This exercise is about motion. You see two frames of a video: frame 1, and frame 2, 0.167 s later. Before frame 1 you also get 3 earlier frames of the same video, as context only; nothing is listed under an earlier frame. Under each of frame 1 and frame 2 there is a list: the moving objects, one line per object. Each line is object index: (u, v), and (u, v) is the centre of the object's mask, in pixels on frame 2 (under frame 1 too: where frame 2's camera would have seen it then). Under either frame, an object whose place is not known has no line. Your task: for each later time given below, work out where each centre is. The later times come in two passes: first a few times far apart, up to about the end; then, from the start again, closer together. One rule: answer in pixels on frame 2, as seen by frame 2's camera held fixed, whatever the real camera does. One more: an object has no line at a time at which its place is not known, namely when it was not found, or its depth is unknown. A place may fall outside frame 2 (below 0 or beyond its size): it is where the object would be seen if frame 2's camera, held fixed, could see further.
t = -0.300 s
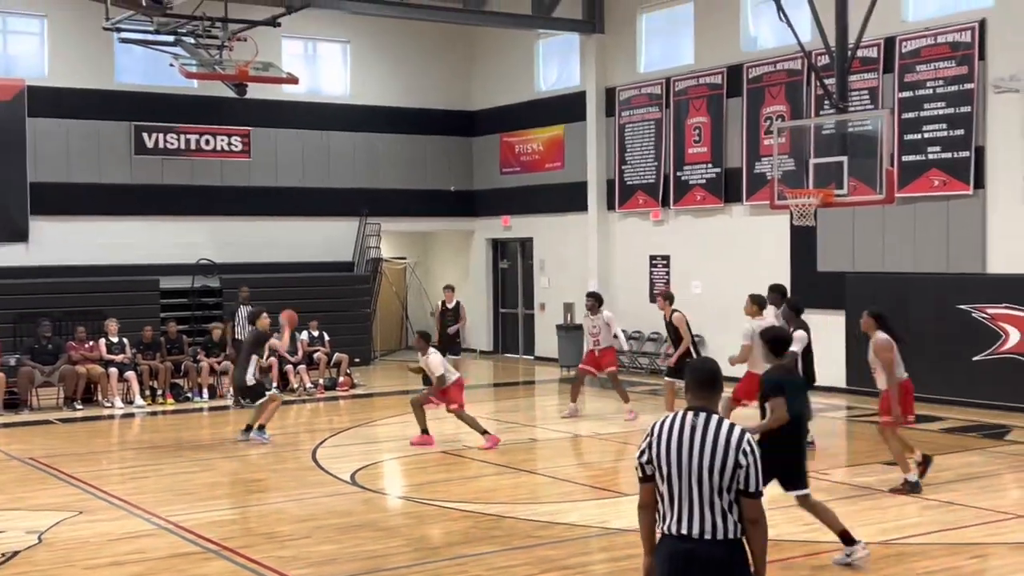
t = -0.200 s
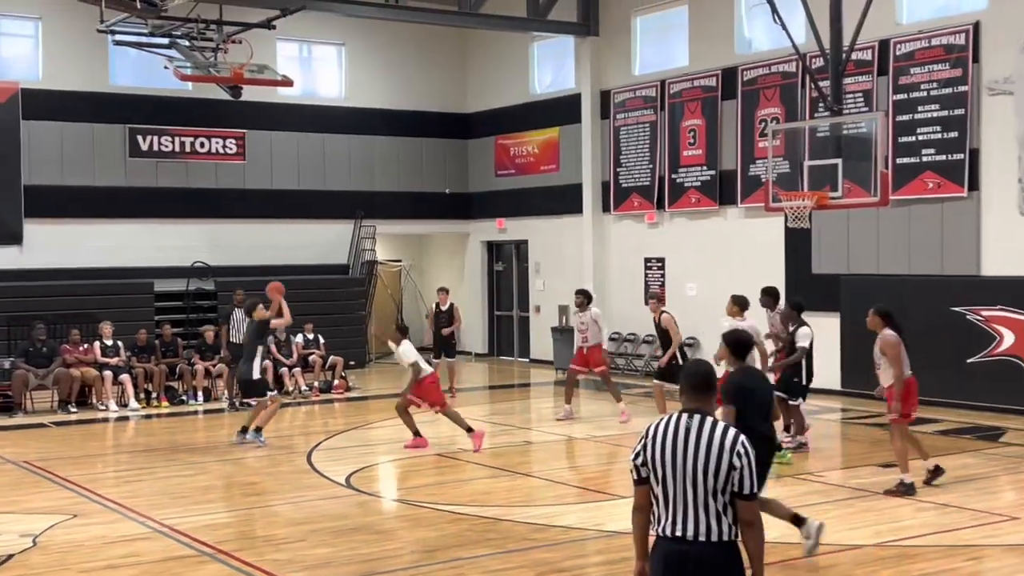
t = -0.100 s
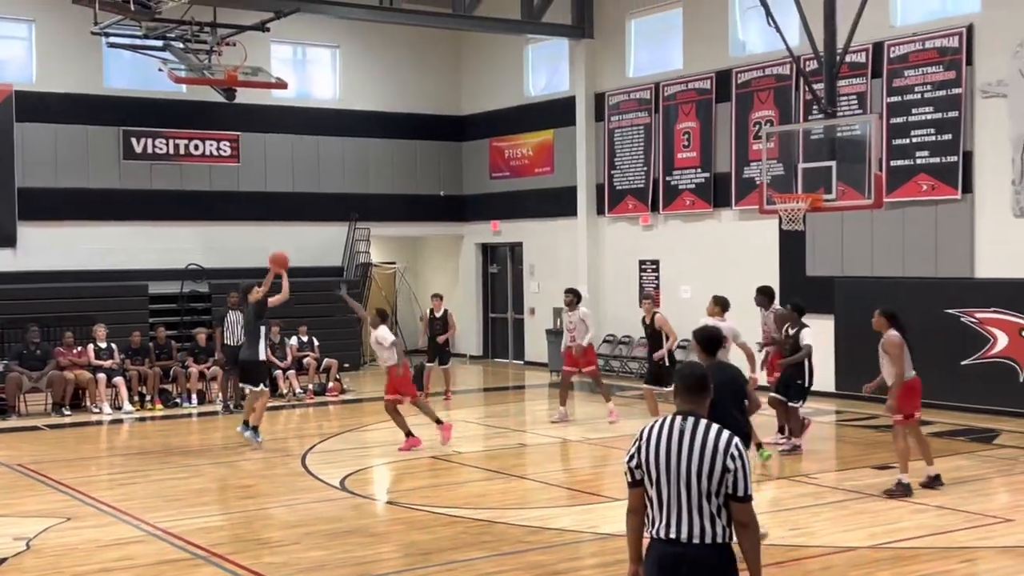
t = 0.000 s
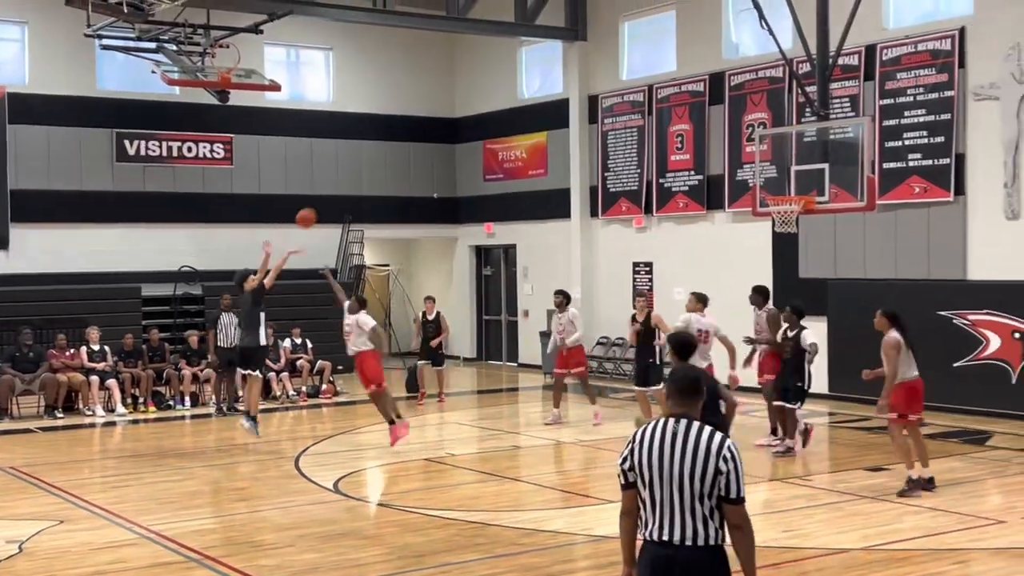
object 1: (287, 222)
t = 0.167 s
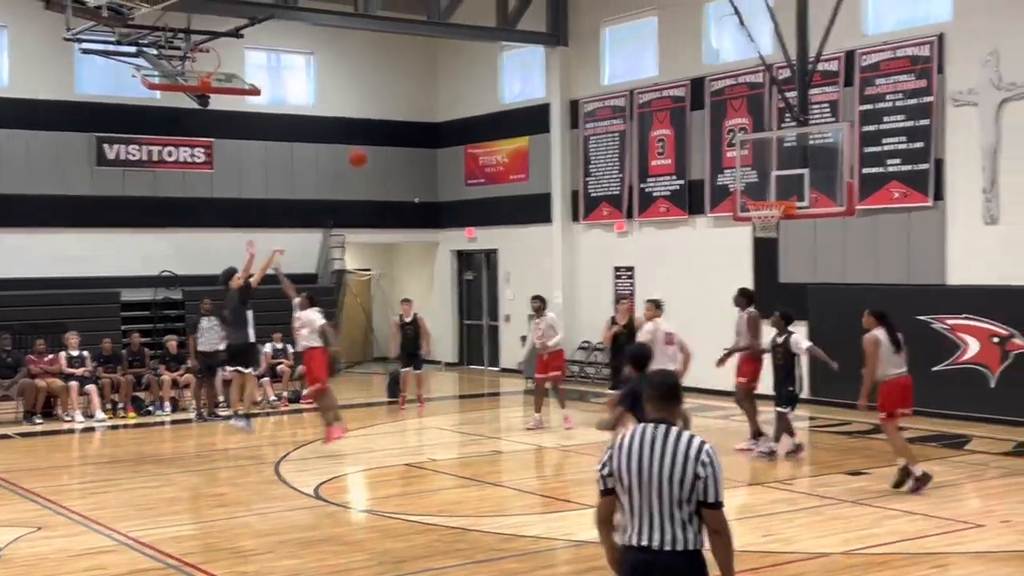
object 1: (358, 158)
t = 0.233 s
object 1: (386, 137)
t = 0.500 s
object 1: (498, 90)
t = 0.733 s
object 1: (597, 94)
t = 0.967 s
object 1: (697, 139)
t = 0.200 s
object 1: (372, 147)
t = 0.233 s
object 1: (386, 137)
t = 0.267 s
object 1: (400, 129)
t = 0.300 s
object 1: (414, 121)
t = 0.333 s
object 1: (428, 114)
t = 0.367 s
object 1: (442, 107)
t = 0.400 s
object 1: (456, 102)
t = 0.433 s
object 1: (470, 97)
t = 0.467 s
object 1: (484, 94)
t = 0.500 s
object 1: (498, 90)
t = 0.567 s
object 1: (526, 87)
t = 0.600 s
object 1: (541, 87)
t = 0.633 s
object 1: (554, 88)
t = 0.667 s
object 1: (569, 89)
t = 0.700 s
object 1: (583, 91)
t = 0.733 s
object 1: (597, 94)
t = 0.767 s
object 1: (611, 97)
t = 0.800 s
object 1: (626, 104)
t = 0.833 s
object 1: (640, 108)
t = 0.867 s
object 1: (654, 115)
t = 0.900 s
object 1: (667, 121)
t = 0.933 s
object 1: (682, 129)
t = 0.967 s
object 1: (697, 139)
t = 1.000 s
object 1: (711, 149)
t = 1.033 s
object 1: (725, 159)
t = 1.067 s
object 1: (740, 172)
